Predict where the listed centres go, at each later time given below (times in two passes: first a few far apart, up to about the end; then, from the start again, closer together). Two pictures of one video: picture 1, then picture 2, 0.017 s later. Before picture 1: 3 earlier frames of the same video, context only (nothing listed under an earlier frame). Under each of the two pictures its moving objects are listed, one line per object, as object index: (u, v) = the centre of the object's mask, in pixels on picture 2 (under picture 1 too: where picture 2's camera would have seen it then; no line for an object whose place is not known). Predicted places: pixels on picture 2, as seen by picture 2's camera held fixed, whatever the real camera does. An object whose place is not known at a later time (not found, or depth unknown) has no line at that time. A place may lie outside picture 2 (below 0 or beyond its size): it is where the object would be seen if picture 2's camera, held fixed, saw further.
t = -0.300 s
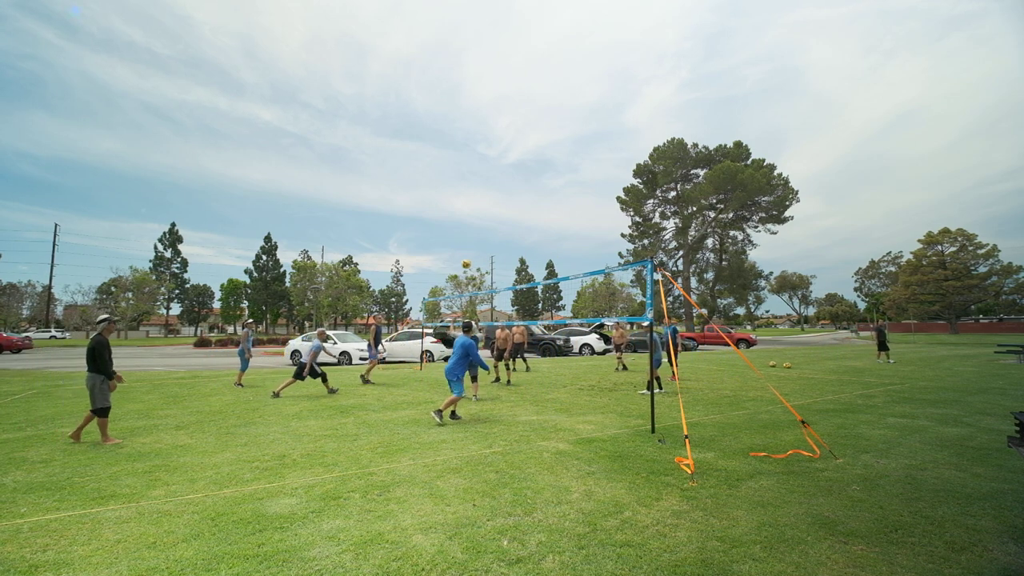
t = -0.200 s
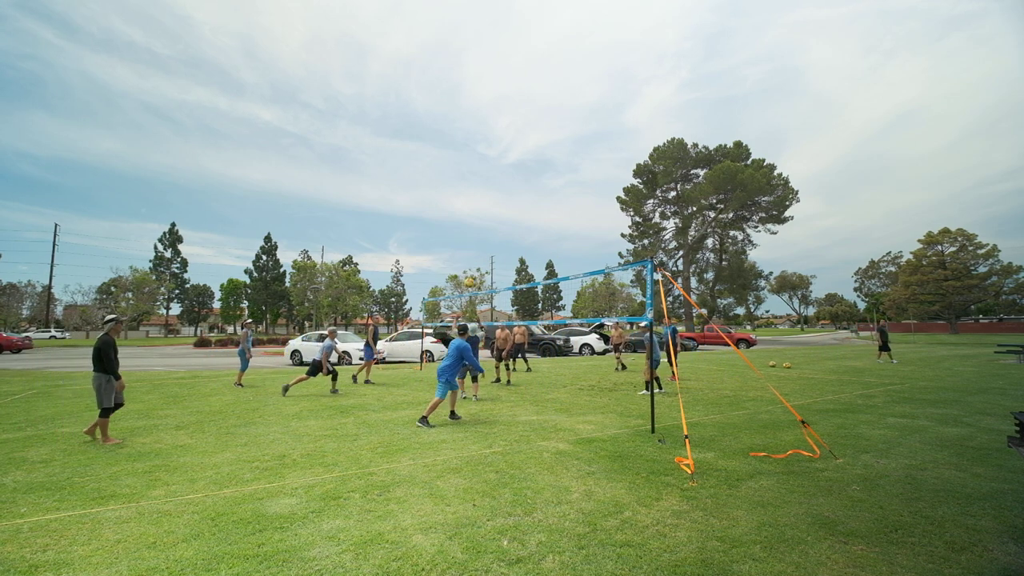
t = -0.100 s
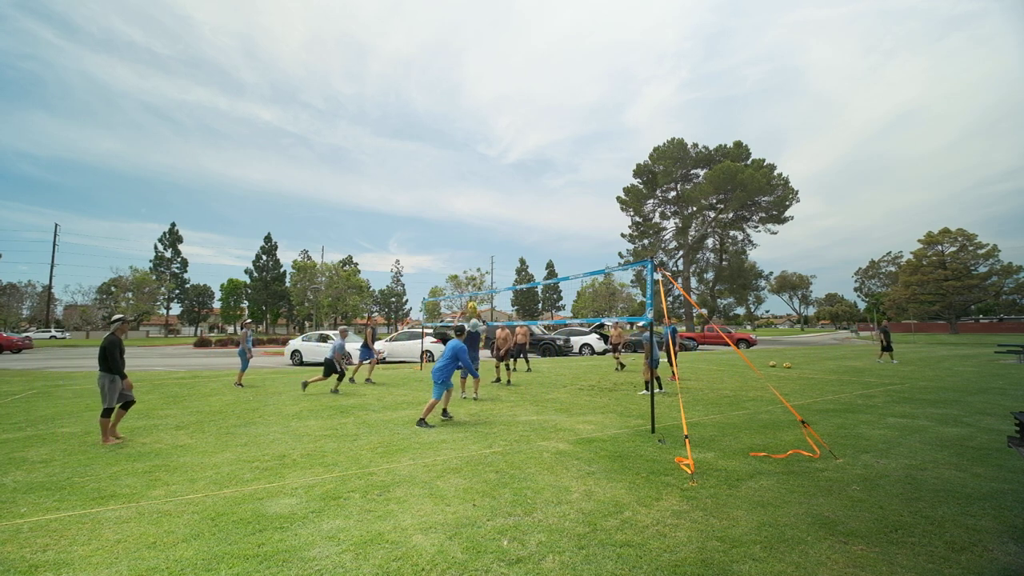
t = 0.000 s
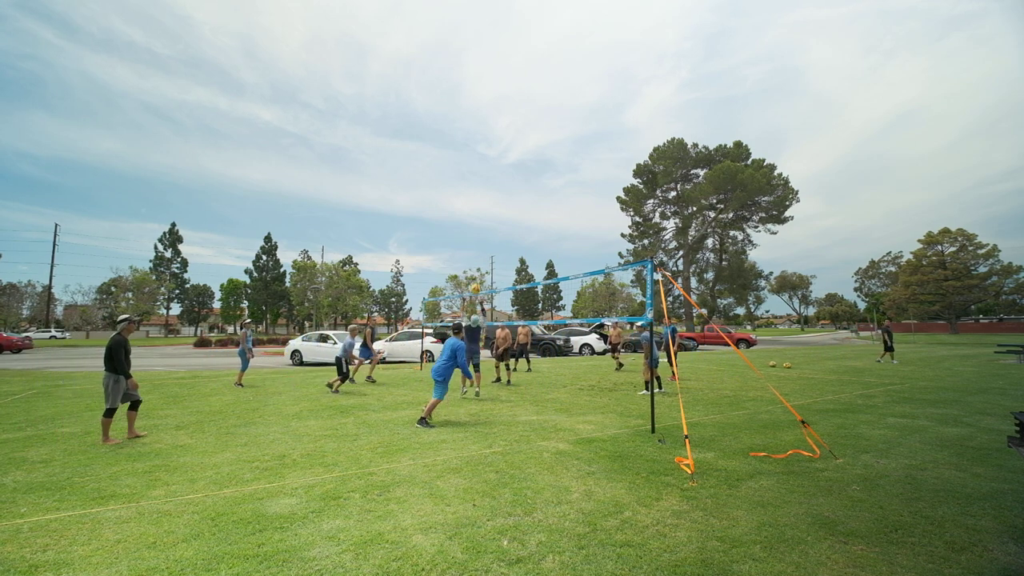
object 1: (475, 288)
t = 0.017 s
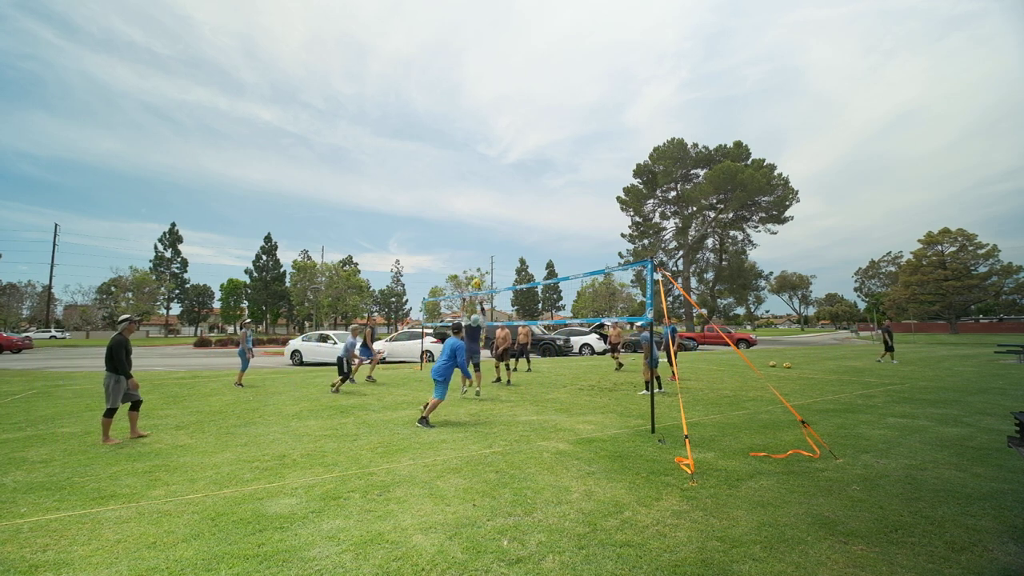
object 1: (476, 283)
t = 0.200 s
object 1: (485, 234)
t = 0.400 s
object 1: (495, 196)
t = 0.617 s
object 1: (507, 173)
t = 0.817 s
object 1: (519, 172)
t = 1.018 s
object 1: (531, 190)
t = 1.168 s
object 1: (541, 218)
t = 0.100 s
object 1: (480, 259)
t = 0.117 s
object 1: (481, 255)
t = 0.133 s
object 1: (482, 250)
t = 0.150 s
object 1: (483, 246)
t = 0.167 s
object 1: (483, 242)
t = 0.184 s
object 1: (484, 238)
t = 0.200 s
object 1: (485, 234)
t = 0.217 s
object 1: (486, 230)
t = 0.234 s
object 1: (487, 226)
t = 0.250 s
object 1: (487, 222)
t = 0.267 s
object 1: (489, 219)
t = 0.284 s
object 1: (489, 216)
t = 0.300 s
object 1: (490, 213)
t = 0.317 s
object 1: (491, 209)
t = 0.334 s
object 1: (492, 206)
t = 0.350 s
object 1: (493, 203)
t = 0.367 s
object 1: (494, 200)
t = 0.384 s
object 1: (494, 198)
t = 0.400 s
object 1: (495, 196)
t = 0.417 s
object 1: (496, 193)
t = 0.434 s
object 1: (497, 191)
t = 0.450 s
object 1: (498, 189)
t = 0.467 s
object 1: (499, 187)
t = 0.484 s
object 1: (500, 185)
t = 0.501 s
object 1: (501, 183)
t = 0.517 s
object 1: (502, 181)
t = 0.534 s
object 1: (503, 180)
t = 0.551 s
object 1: (504, 178)
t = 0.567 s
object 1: (504, 177)
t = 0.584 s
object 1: (505, 176)
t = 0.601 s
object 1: (506, 175)
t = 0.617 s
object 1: (507, 173)
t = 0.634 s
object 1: (508, 173)
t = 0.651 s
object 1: (509, 172)
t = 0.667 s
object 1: (510, 172)
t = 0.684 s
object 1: (511, 171)
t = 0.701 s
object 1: (512, 171)
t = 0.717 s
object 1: (513, 171)
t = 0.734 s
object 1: (514, 171)
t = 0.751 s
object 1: (515, 171)
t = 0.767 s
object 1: (516, 171)
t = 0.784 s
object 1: (517, 171)
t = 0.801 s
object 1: (518, 172)
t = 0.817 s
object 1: (519, 172)
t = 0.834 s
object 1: (520, 173)
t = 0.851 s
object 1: (521, 174)
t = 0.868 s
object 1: (522, 175)
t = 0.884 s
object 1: (523, 176)
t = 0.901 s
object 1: (524, 177)
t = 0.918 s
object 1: (525, 178)
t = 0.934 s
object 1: (526, 180)
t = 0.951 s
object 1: (527, 182)
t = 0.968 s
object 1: (528, 184)
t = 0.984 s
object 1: (529, 186)
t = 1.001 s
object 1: (530, 188)
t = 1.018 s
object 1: (531, 190)
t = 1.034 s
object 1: (532, 193)
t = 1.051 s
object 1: (533, 195)
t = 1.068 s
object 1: (534, 198)
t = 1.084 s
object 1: (536, 200)
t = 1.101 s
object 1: (537, 204)
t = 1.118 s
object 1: (538, 207)
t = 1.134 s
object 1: (539, 210)
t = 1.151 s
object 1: (540, 214)
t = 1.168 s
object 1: (541, 218)
